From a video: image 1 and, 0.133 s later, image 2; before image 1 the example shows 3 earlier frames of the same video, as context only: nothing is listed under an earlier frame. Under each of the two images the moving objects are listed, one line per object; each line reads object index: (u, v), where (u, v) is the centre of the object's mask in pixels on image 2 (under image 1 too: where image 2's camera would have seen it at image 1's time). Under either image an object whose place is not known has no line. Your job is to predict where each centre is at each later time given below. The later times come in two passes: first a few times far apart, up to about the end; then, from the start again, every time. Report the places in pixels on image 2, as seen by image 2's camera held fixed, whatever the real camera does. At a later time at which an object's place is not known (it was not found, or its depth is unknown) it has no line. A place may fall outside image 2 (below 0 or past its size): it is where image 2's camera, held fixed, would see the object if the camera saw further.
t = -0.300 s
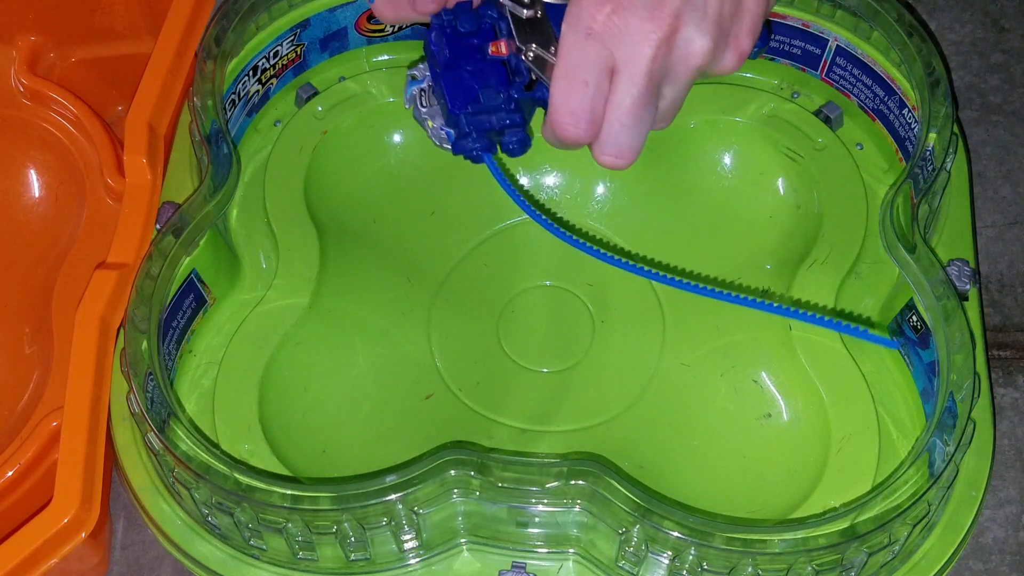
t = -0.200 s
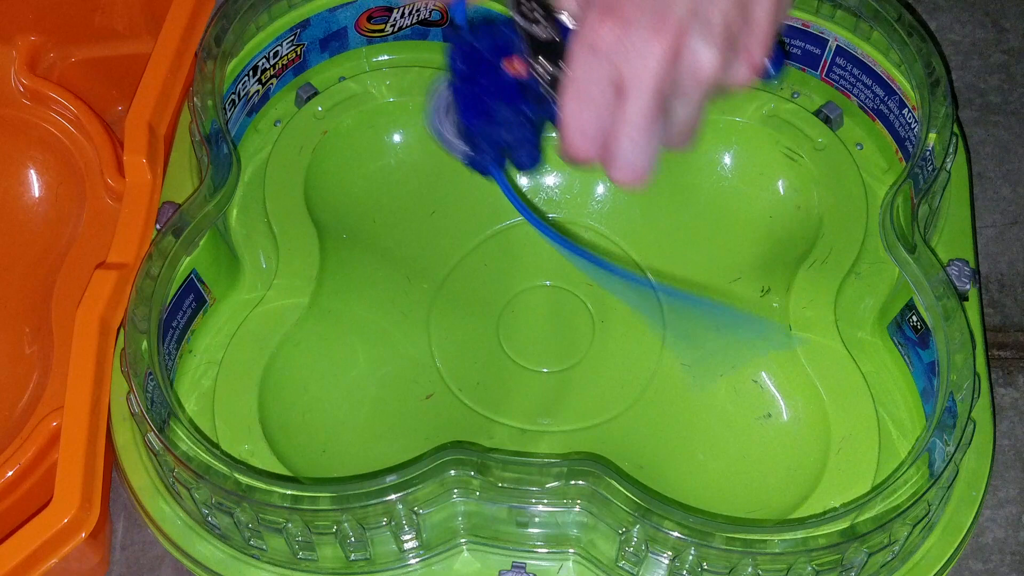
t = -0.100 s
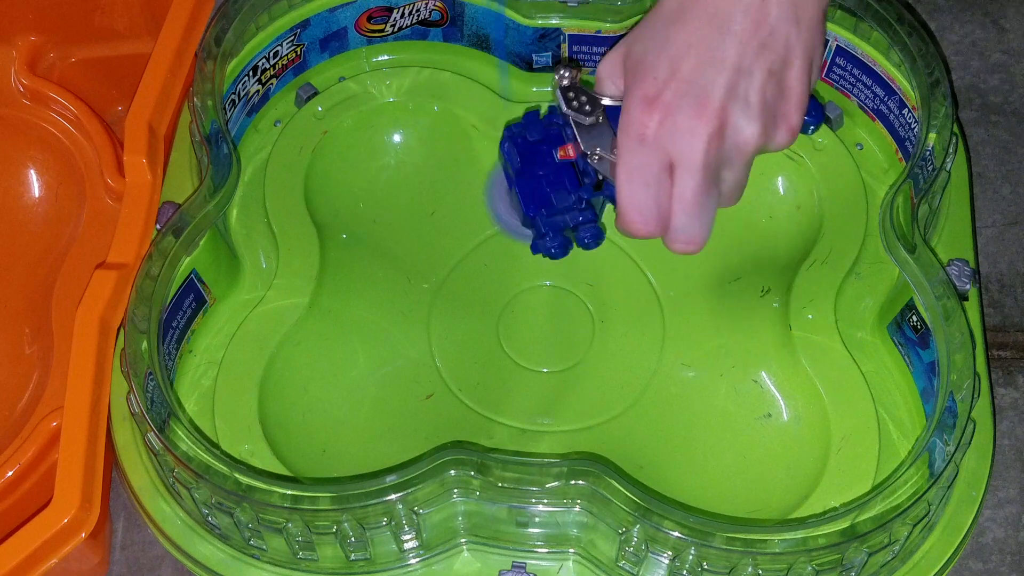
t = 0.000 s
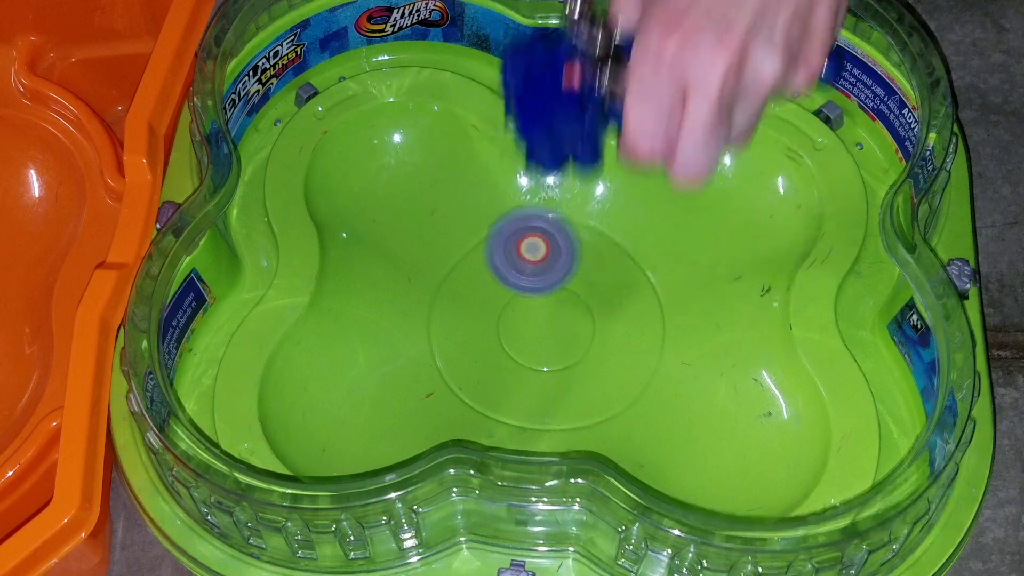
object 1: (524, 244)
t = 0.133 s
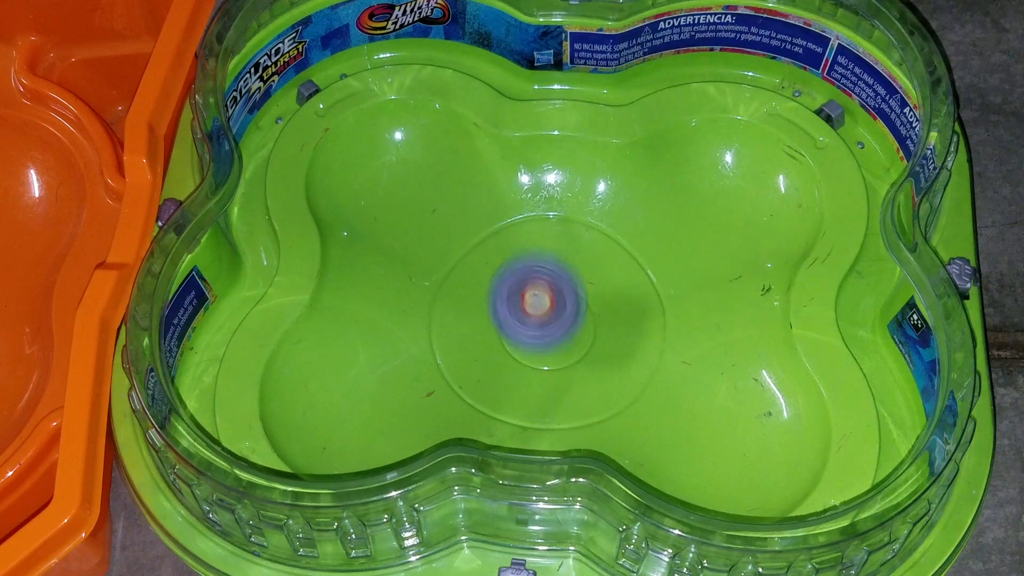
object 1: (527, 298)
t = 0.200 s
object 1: (532, 301)
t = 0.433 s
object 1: (575, 302)
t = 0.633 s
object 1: (598, 265)
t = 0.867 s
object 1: (640, 256)
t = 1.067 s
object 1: (661, 246)
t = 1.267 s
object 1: (652, 242)
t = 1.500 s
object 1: (636, 265)
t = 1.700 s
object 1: (641, 265)
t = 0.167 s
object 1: (530, 307)
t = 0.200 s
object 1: (532, 301)
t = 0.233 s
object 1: (533, 306)
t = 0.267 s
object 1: (535, 313)
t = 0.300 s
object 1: (540, 303)
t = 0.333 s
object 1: (544, 304)
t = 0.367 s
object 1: (555, 300)
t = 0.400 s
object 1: (564, 301)
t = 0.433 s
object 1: (575, 302)
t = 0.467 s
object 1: (587, 300)
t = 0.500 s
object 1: (590, 293)
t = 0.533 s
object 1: (591, 286)
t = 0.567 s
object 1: (592, 278)
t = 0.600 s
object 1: (596, 271)
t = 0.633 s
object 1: (598, 265)
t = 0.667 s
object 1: (603, 260)
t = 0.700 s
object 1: (609, 258)
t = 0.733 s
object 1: (614, 256)
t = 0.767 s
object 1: (620, 254)
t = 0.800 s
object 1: (626, 254)
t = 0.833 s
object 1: (632, 254)
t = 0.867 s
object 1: (640, 256)
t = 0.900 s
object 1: (647, 257)
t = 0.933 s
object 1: (651, 257)
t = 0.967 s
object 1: (653, 255)
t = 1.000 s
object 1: (656, 253)
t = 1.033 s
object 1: (659, 250)
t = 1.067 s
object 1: (661, 246)
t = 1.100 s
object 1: (662, 243)
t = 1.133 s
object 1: (663, 239)
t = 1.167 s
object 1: (661, 236)
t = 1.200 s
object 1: (659, 236)
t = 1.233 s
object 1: (656, 238)
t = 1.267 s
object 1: (652, 242)
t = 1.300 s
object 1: (649, 246)
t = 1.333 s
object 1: (646, 249)
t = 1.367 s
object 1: (641, 252)
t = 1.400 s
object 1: (638, 254)
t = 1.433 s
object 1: (637, 259)
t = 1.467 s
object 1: (636, 263)
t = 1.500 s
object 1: (636, 265)
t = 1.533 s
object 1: (637, 265)
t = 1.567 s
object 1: (640, 265)
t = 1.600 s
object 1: (645, 265)
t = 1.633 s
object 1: (650, 266)
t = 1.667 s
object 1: (649, 267)
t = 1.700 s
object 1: (641, 265)
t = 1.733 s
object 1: (635, 263)
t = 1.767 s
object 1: (631, 262)
